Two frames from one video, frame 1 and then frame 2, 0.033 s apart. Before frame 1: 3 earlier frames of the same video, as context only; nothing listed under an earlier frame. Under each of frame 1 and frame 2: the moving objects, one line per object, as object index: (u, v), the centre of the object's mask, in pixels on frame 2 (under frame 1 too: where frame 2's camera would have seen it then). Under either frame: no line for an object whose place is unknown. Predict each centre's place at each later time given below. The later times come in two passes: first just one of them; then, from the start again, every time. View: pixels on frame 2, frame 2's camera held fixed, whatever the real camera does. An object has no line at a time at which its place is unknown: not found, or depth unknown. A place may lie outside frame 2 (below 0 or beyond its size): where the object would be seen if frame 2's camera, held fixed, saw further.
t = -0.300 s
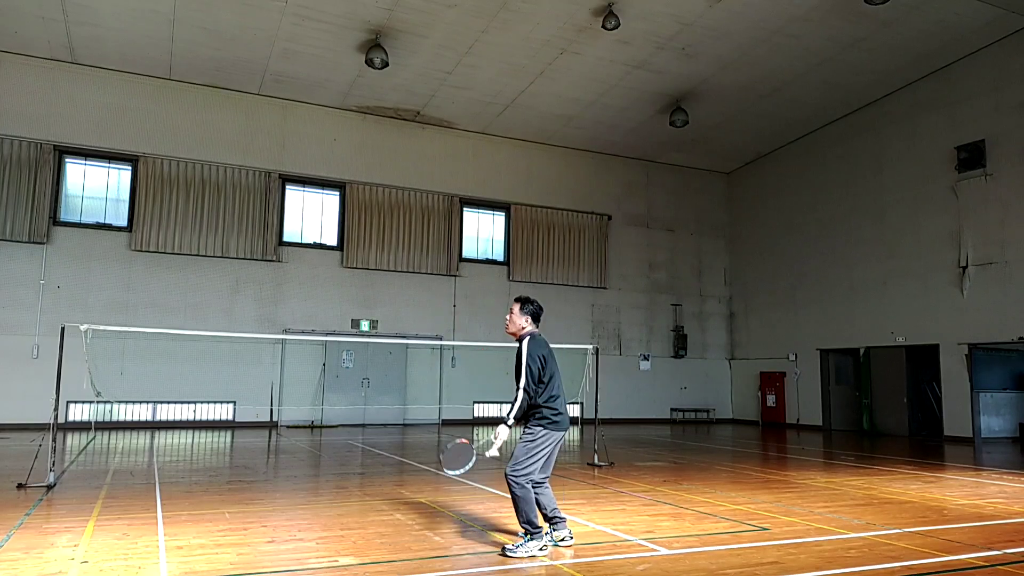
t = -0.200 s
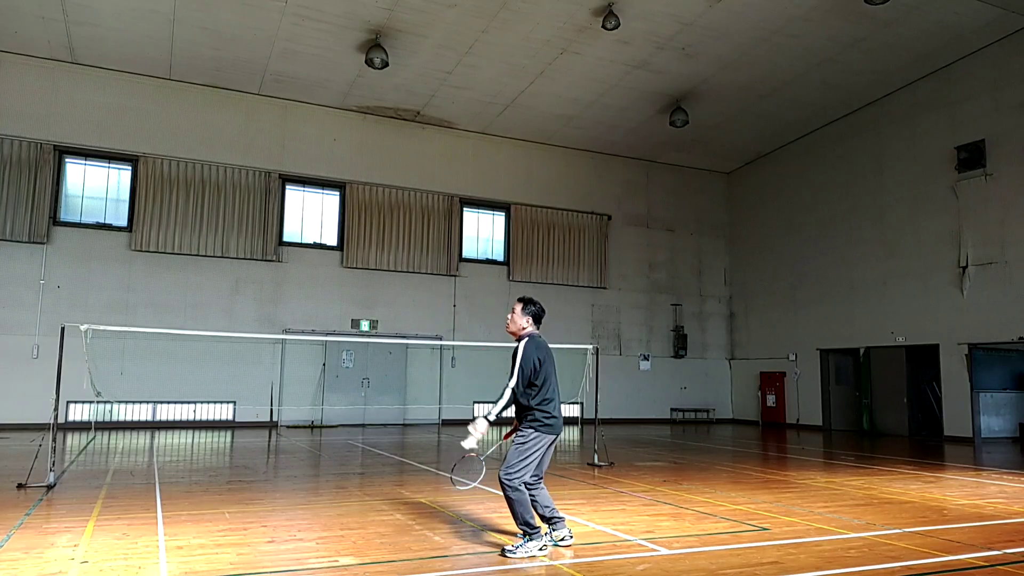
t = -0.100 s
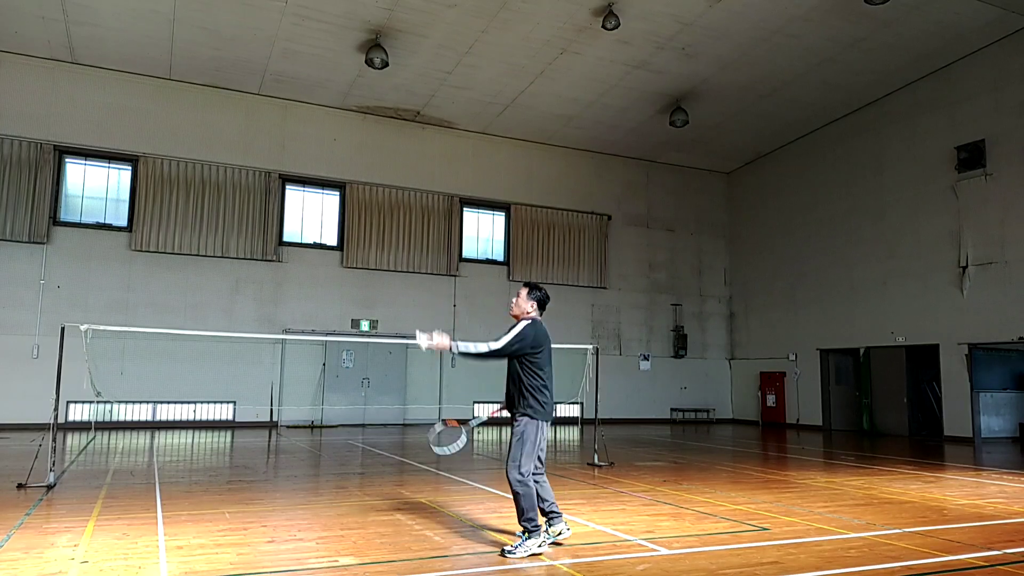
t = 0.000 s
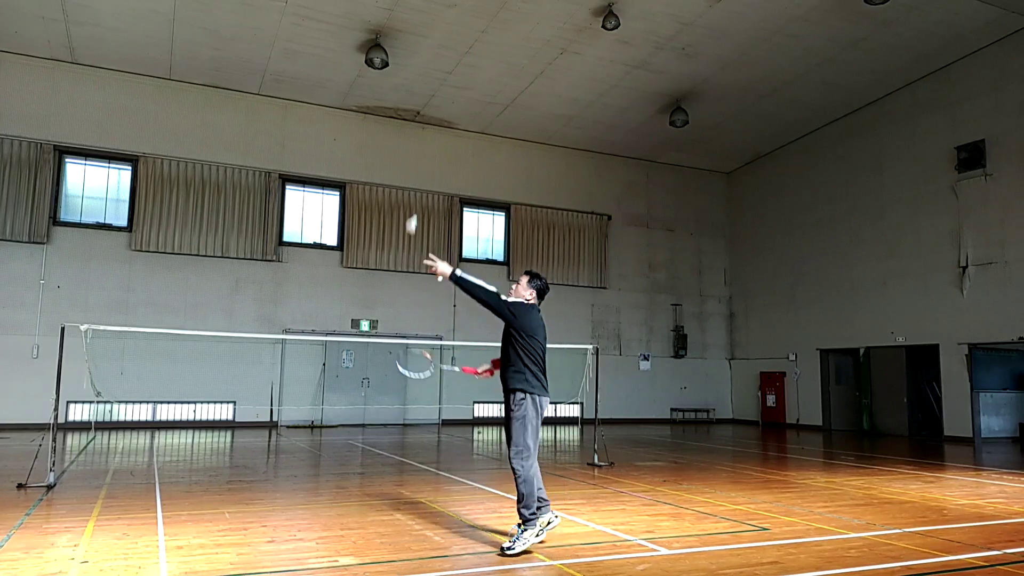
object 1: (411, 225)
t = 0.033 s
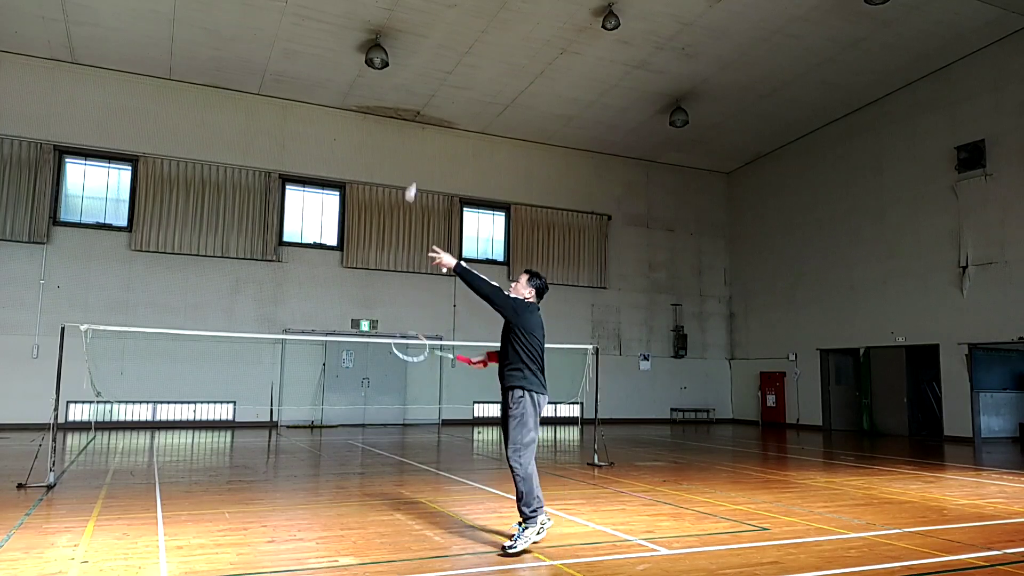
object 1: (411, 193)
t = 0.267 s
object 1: (406, 38)
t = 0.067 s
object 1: (411, 164)
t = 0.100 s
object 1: (412, 138)
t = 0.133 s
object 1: (411, 113)
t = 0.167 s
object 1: (410, 91)
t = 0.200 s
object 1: (409, 71)
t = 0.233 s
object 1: (407, 54)
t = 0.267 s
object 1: (406, 38)
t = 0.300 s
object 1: (404, 24)
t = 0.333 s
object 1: (404, 11)
